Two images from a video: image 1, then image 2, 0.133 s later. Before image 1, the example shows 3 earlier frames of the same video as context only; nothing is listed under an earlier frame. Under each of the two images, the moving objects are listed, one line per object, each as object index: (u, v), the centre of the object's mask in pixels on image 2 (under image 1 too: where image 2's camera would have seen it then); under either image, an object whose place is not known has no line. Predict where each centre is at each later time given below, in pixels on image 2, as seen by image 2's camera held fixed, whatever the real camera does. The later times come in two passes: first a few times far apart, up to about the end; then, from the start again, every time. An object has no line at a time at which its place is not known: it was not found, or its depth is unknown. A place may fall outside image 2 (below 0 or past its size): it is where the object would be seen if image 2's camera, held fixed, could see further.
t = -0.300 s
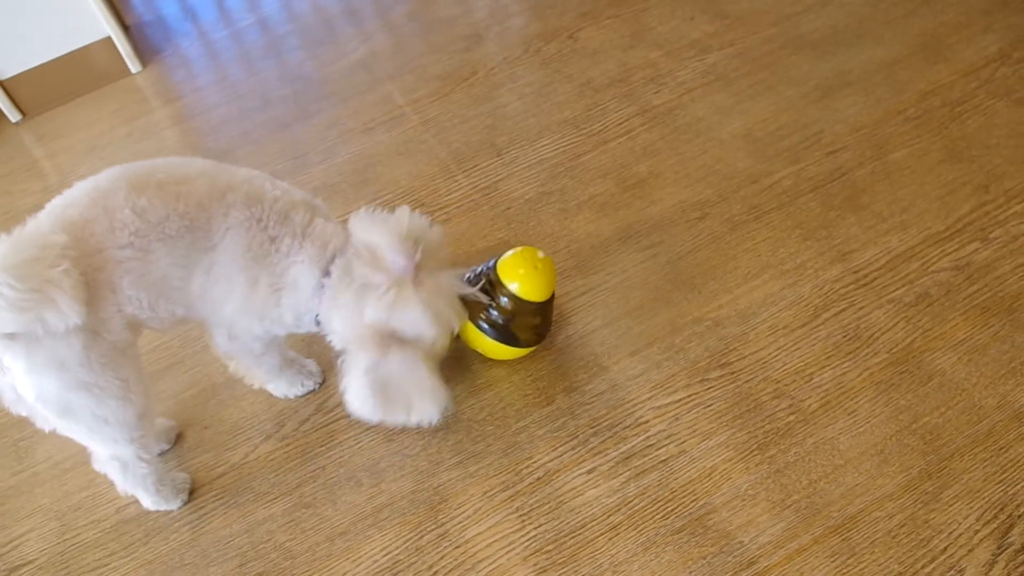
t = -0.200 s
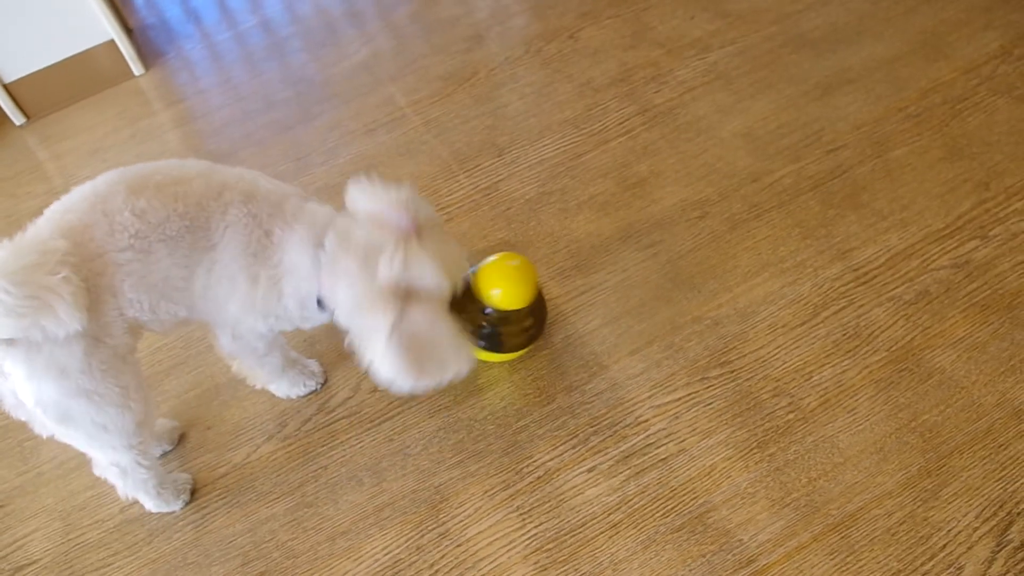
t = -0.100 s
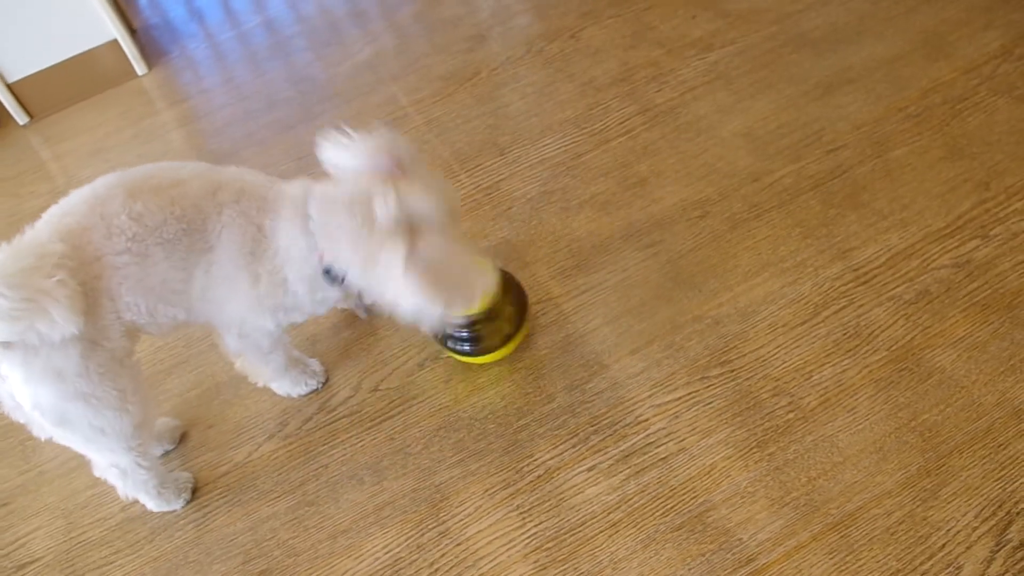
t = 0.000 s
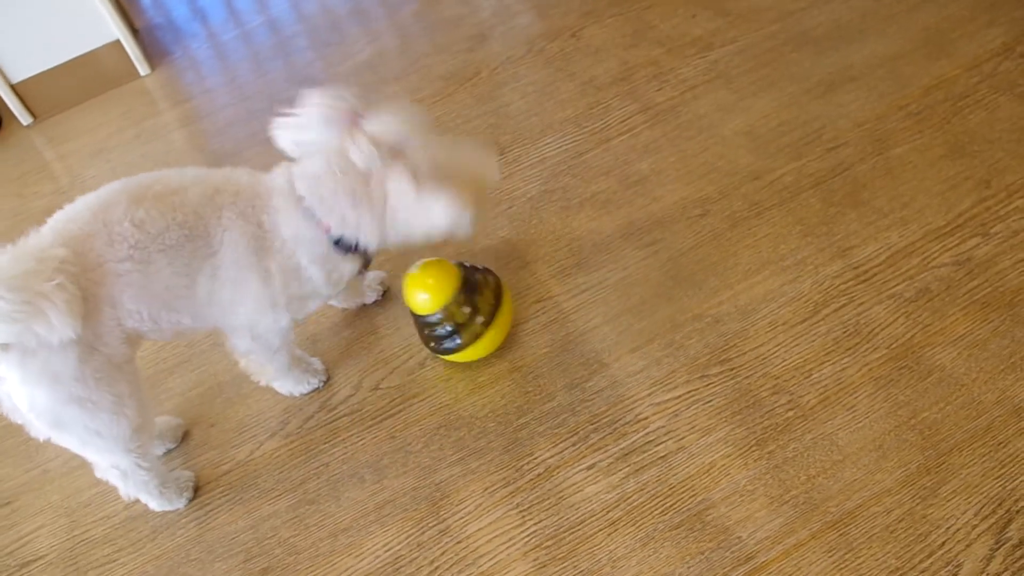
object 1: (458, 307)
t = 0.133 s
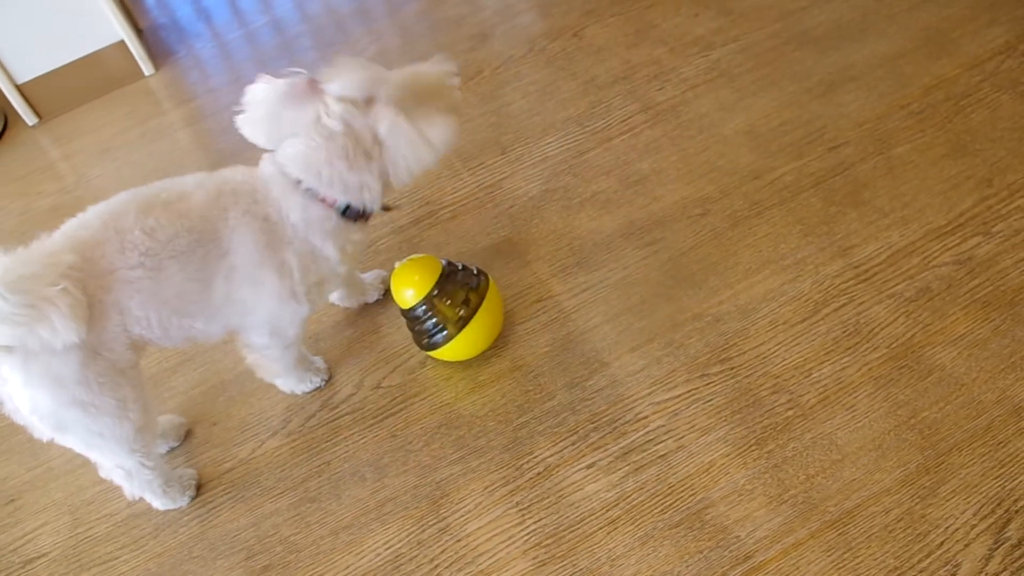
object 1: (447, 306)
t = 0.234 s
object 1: (451, 310)
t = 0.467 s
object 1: (480, 334)
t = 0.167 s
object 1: (448, 307)
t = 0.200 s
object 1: (449, 308)
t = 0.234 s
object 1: (451, 310)
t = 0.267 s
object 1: (454, 312)
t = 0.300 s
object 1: (457, 315)
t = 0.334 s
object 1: (462, 319)
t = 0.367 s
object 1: (467, 323)
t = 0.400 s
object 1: (471, 327)
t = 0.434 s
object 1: (476, 331)
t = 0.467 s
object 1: (480, 334)
